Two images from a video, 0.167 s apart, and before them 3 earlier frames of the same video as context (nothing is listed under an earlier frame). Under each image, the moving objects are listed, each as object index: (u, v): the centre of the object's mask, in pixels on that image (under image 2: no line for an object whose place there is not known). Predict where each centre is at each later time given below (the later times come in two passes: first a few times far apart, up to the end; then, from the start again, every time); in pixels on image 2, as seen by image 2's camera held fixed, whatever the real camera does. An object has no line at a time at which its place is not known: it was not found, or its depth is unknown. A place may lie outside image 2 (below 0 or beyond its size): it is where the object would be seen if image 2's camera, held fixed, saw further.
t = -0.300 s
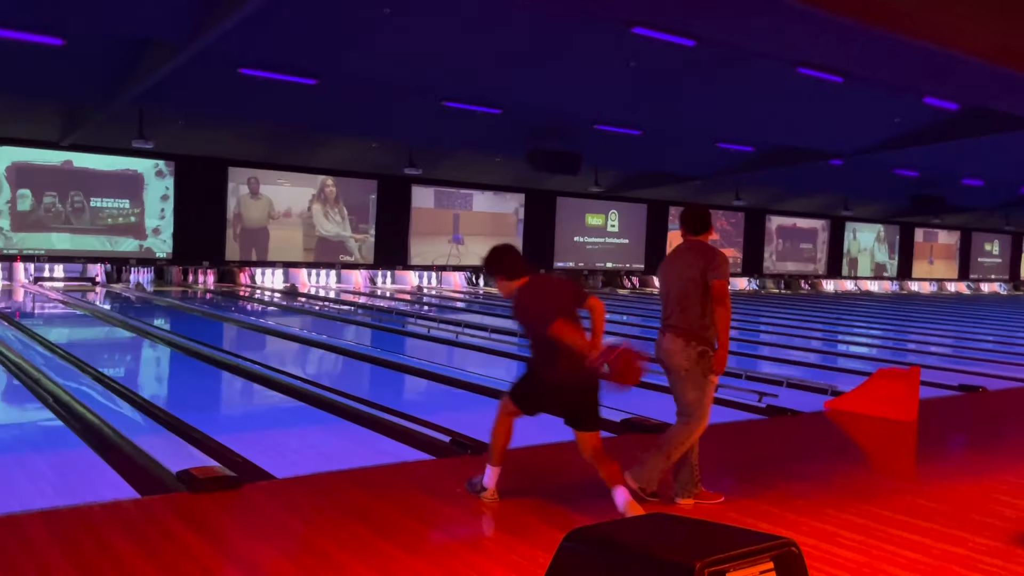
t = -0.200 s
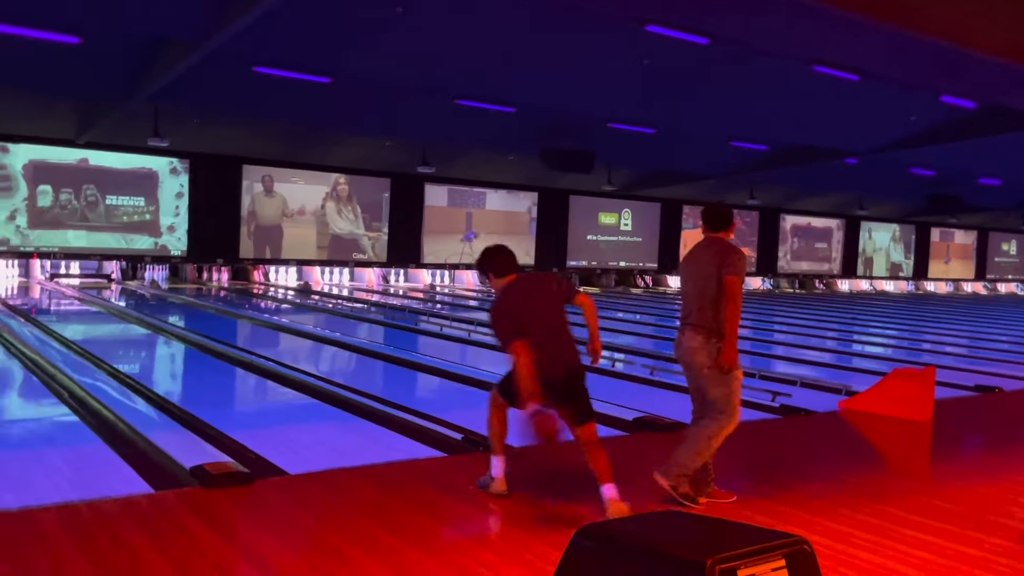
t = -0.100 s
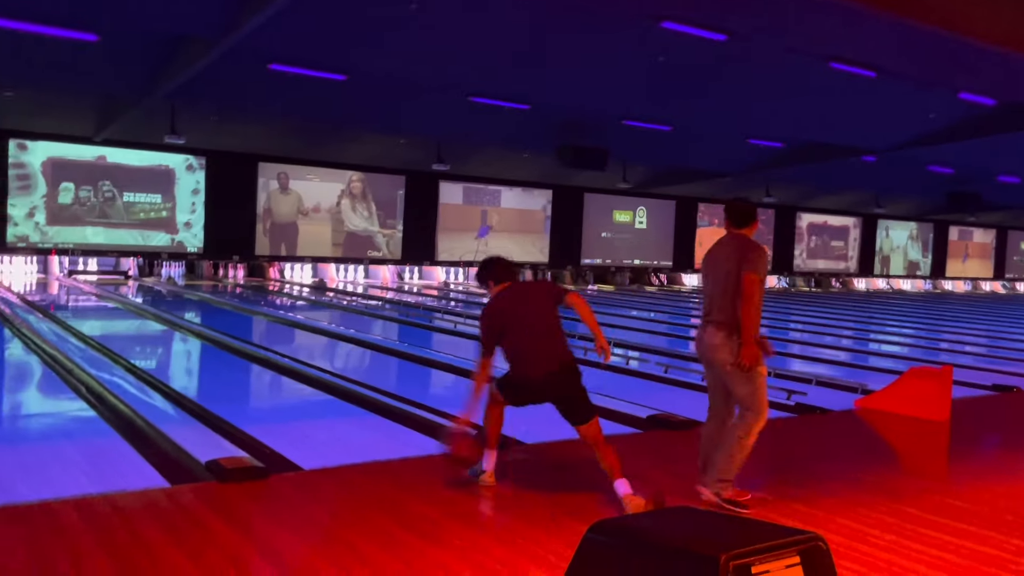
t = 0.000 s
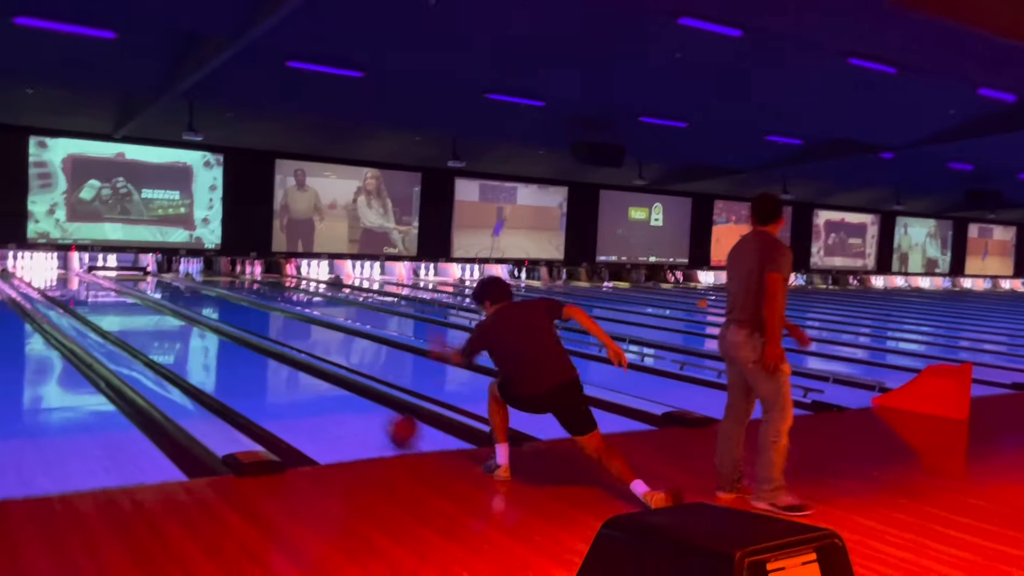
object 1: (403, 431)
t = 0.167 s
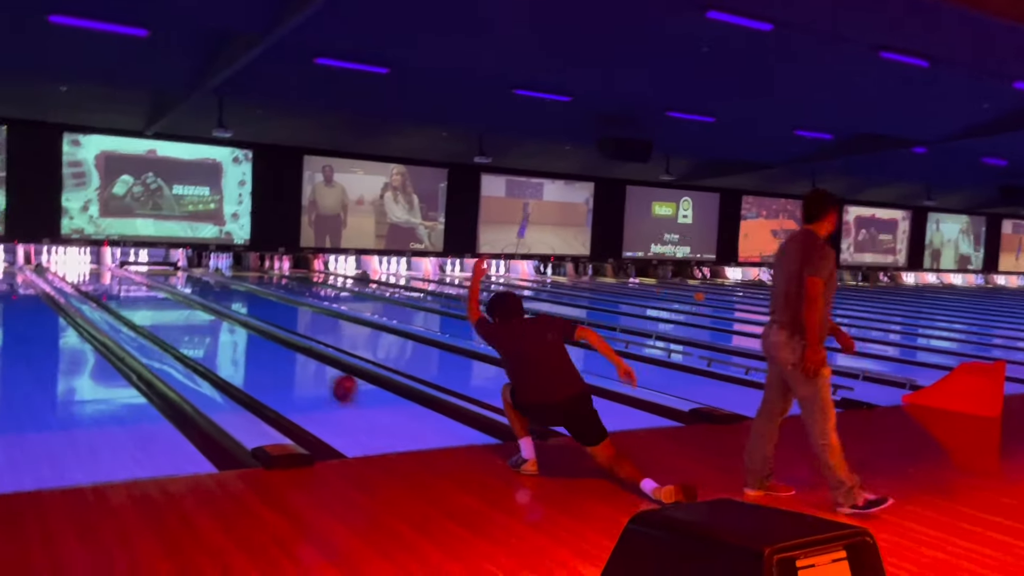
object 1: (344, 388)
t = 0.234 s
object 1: (318, 377)
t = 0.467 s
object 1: (248, 344)
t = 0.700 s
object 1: (200, 323)
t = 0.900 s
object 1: (169, 308)
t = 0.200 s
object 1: (330, 382)
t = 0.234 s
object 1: (318, 377)
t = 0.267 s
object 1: (306, 371)
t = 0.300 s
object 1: (295, 366)
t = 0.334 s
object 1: (285, 361)
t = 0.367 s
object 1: (274, 357)
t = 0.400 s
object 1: (265, 352)
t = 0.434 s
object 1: (256, 348)
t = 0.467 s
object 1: (248, 344)
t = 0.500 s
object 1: (240, 341)
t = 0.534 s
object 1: (232, 337)
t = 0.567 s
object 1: (225, 334)
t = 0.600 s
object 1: (218, 331)
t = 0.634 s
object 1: (211, 328)
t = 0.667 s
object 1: (205, 325)
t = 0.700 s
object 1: (200, 323)
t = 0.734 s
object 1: (192, 320)
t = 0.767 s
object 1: (187, 318)
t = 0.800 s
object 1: (182, 315)
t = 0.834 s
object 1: (178, 312)
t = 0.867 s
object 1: (173, 310)
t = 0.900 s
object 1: (169, 308)
